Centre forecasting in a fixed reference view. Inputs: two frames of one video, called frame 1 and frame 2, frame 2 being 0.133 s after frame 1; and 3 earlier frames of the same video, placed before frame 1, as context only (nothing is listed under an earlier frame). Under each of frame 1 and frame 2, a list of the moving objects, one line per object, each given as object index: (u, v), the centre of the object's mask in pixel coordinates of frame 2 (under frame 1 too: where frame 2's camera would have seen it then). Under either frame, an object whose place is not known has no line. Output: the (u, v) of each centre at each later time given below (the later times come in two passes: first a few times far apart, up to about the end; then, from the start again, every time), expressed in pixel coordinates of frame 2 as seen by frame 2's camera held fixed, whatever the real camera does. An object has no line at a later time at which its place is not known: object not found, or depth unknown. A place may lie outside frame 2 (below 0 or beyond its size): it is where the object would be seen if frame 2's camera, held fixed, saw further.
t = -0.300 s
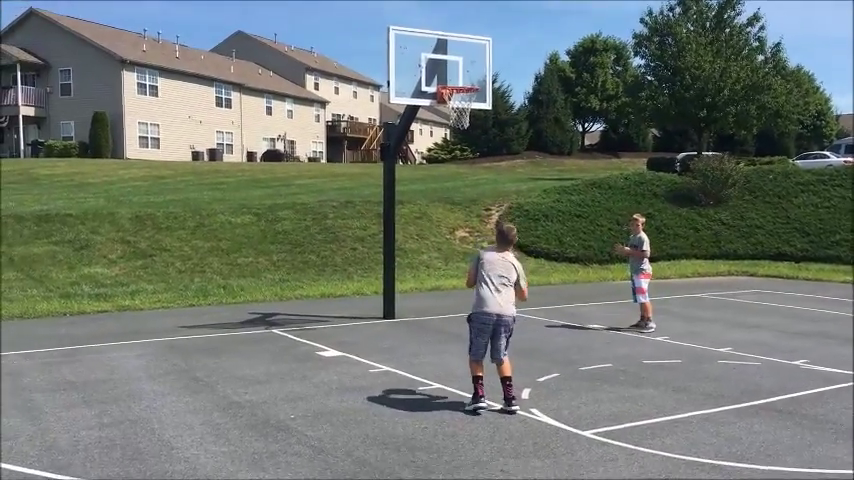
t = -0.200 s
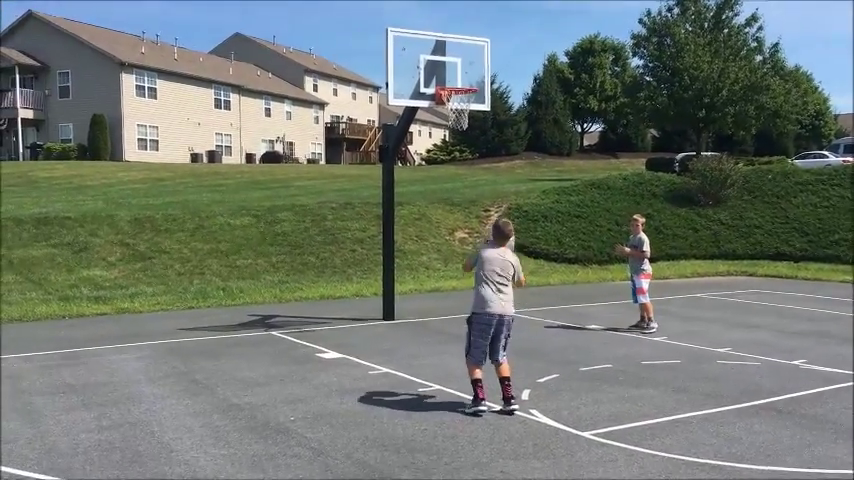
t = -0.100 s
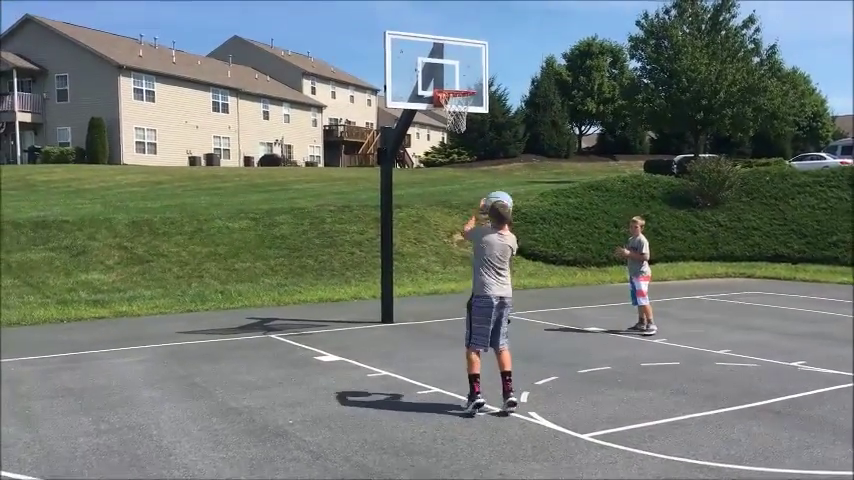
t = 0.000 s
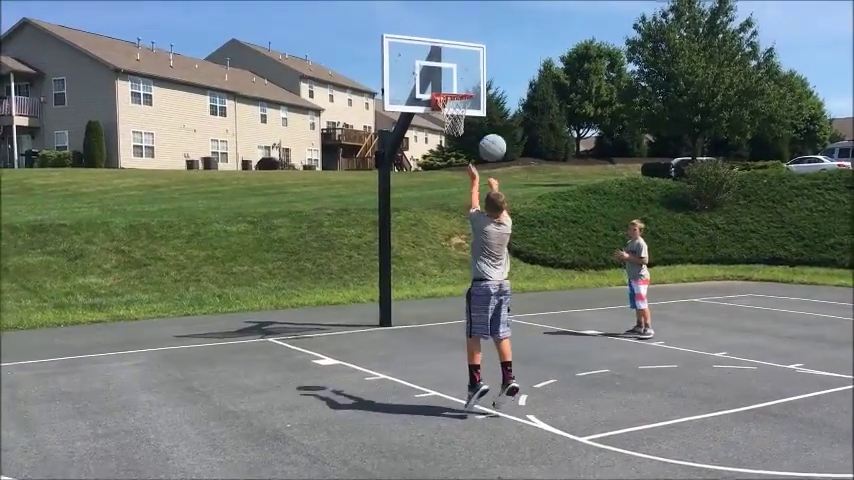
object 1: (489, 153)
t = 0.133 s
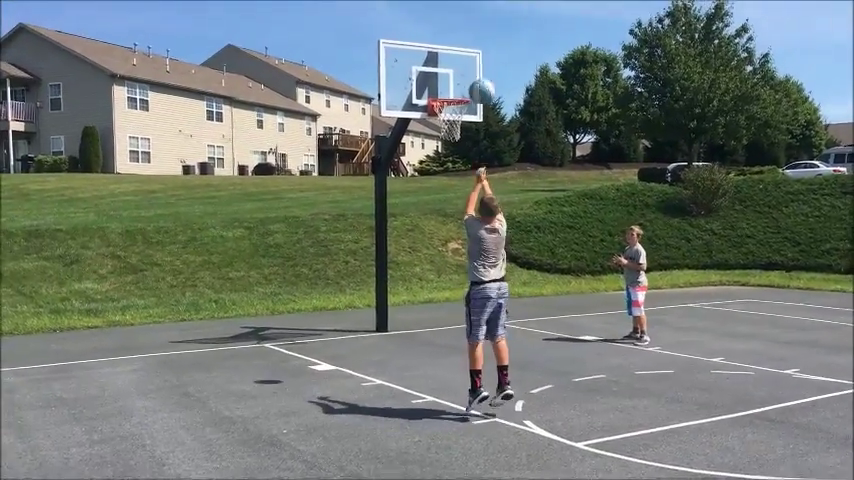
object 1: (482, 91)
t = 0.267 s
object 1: (475, 54)
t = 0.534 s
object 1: (464, 39)
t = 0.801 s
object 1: (455, 87)
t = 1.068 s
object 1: (473, 84)
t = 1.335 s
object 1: (495, 136)
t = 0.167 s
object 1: (480, 80)
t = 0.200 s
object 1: (478, 70)
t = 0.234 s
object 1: (476, 61)
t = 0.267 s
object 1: (475, 54)
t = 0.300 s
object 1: (474, 48)
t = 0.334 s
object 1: (472, 43)
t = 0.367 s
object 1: (471, 39)
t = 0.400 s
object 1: (469, 37)
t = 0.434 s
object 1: (468, 36)
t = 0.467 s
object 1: (466, 36)
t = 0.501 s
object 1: (465, 37)
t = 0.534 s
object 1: (464, 39)
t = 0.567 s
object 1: (462, 43)
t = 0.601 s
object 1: (461, 47)
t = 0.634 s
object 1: (460, 52)
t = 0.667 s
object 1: (459, 58)
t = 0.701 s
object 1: (457, 64)
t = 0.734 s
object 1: (457, 71)
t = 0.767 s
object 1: (456, 79)
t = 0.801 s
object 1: (455, 87)
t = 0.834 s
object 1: (456, 91)
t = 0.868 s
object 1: (458, 88)
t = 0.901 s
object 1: (460, 85)
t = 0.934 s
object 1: (463, 83)
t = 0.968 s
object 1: (465, 82)
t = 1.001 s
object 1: (467, 81)
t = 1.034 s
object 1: (470, 82)
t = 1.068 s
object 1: (473, 84)
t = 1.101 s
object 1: (476, 86)
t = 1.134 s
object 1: (478, 90)
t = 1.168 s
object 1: (481, 94)
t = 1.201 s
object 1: (485, 99)
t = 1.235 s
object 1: (487, 106)
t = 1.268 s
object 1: (490, 115)
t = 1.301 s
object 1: (493, 126)
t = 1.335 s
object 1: (495, 136)
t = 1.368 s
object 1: (498, 148)
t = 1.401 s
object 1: (502, 160)
